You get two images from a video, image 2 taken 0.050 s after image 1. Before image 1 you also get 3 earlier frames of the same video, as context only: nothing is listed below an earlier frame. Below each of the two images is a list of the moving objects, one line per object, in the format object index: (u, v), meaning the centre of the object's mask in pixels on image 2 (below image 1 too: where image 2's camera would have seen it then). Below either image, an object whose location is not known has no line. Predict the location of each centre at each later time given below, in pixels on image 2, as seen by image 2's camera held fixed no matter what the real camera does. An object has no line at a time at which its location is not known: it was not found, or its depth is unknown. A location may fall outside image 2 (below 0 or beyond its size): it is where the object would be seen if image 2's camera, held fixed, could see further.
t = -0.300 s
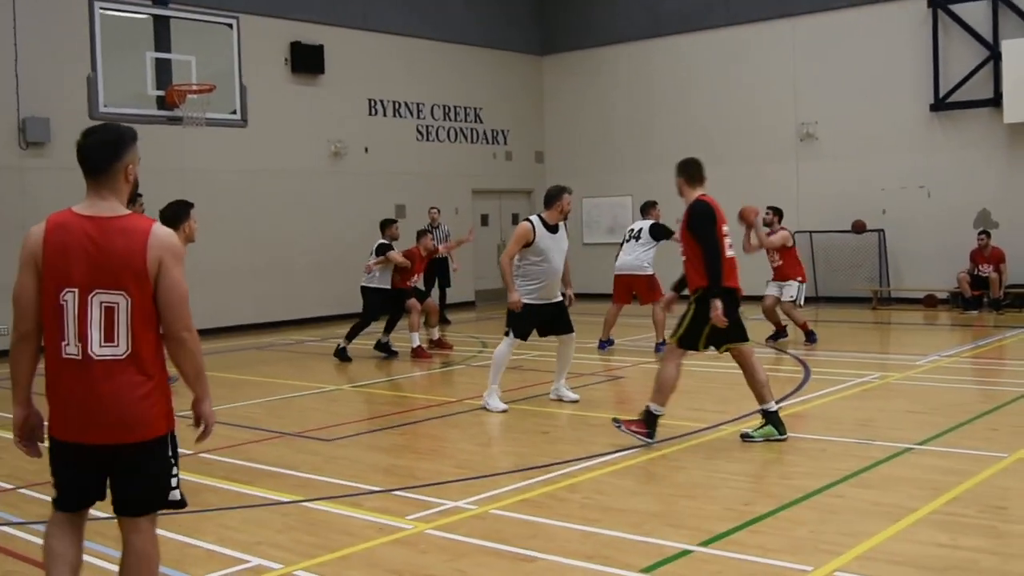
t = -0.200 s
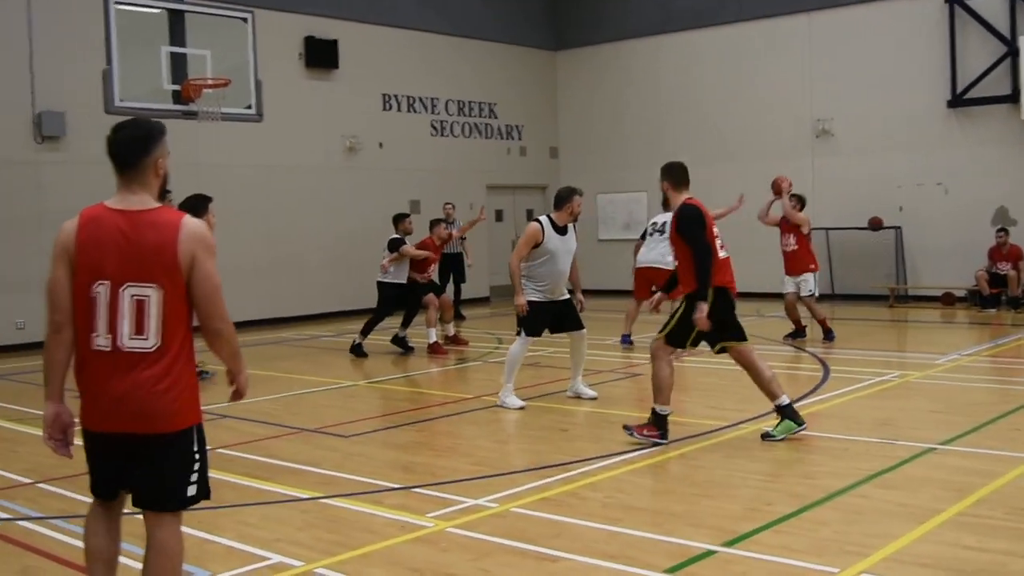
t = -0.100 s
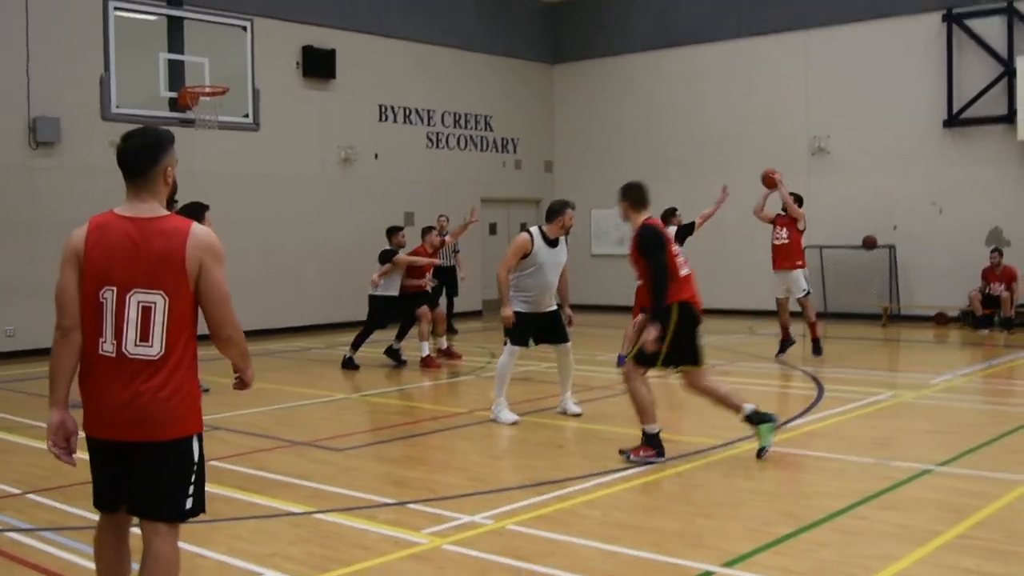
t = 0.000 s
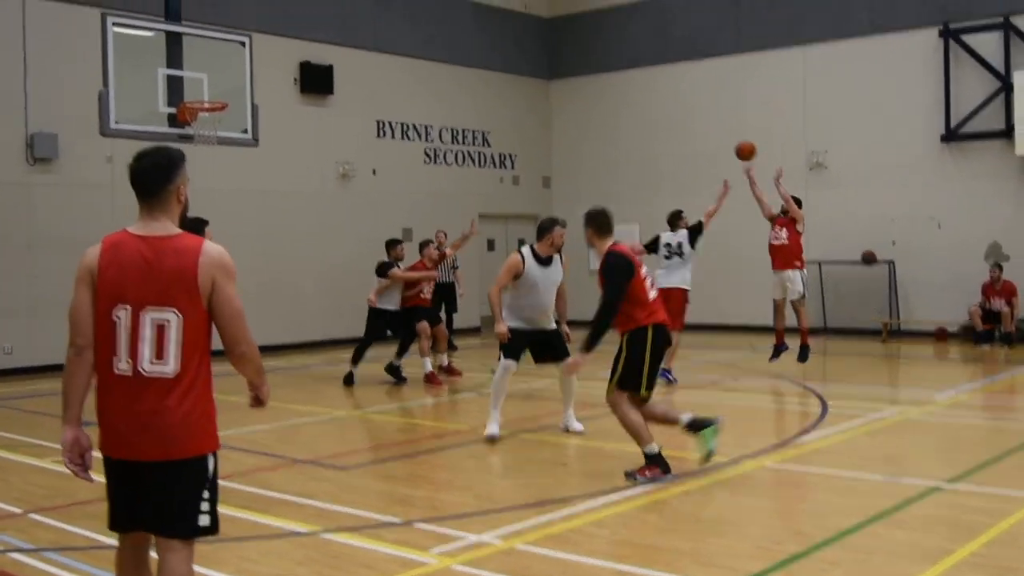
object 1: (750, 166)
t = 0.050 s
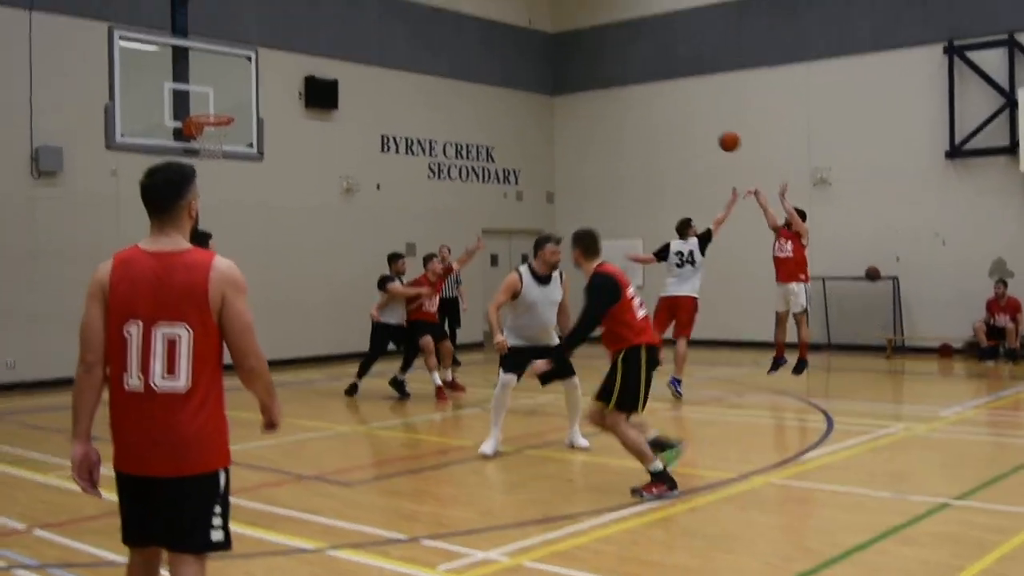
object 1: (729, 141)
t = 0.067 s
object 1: (722, 133)
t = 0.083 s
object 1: (715, 125)
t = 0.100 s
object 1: (709, 118)
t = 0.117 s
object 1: (701, 110)
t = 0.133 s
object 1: (694, 103)
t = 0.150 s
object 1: (687, 97)
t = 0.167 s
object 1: (680, 91)
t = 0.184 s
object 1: (673, 84)
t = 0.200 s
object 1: (666, 78)
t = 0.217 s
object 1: (658, 72)
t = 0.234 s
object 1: (652, 66)
